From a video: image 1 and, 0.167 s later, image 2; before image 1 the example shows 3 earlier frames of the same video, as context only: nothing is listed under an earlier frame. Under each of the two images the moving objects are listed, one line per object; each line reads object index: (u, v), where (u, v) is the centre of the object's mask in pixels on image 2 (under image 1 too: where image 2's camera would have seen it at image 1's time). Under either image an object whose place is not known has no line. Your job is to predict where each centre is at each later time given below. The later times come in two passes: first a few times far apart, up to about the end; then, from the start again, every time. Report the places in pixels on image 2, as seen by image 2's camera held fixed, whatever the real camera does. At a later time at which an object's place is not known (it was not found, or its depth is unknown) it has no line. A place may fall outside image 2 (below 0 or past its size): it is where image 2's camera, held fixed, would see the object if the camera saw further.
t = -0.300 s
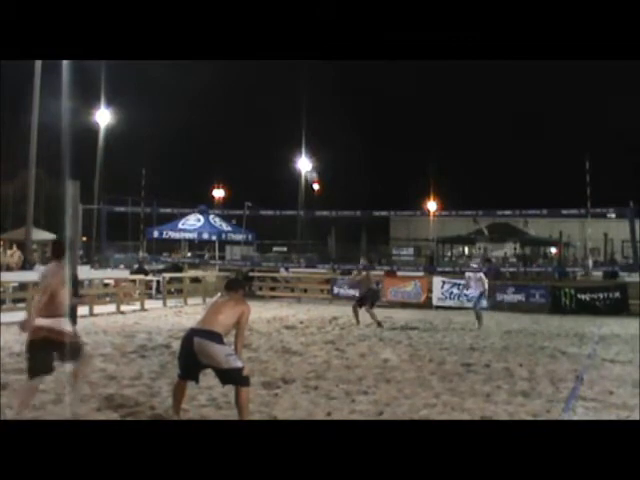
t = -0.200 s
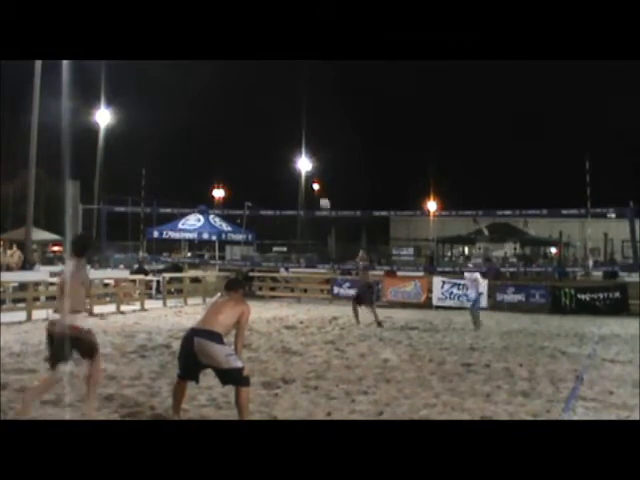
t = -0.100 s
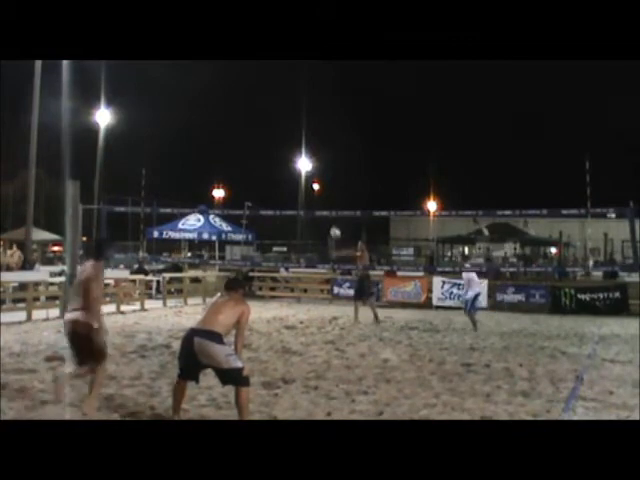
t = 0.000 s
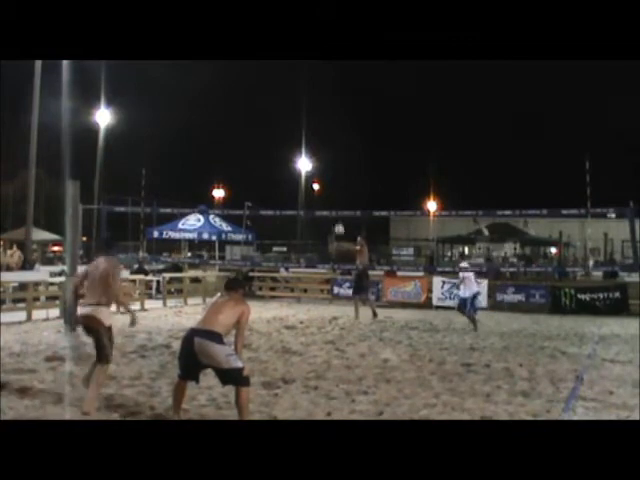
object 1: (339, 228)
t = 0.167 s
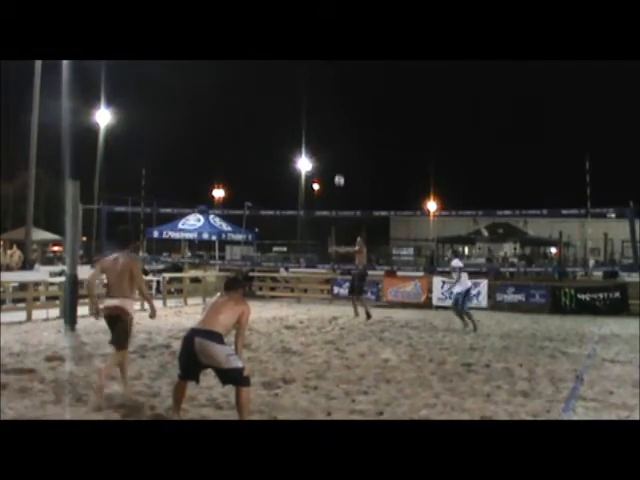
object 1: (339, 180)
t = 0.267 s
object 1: (338, 155)
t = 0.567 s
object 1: (336, 108)
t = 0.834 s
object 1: (333, 97)
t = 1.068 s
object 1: (331, 116)
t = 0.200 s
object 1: (338, 172)
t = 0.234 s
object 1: (338, 163)
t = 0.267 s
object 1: (338, 155)
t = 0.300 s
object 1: (338, 149)
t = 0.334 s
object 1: (338, 142)
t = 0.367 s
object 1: (338, 136)
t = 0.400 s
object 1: (337, 130)
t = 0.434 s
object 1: (337, 125)
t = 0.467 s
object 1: (337, 119)
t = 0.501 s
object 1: (337, 116)
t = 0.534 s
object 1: (336, 112)
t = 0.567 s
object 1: (336, 108)
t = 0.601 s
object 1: (336, 105)
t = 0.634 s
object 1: (336, 103)
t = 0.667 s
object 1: (335, 100)
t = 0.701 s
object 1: (335, 99)
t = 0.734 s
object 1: (335, 98)
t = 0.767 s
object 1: (334, 97)
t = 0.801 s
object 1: (334, 97)
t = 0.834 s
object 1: (333, 97)
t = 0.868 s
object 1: (333, 99)
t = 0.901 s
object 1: (333, 100)
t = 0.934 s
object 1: (332, 102)
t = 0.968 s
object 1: (332, 105)
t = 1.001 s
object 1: (331, 108)
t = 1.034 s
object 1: (331, 111)
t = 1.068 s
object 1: (331, 116)
